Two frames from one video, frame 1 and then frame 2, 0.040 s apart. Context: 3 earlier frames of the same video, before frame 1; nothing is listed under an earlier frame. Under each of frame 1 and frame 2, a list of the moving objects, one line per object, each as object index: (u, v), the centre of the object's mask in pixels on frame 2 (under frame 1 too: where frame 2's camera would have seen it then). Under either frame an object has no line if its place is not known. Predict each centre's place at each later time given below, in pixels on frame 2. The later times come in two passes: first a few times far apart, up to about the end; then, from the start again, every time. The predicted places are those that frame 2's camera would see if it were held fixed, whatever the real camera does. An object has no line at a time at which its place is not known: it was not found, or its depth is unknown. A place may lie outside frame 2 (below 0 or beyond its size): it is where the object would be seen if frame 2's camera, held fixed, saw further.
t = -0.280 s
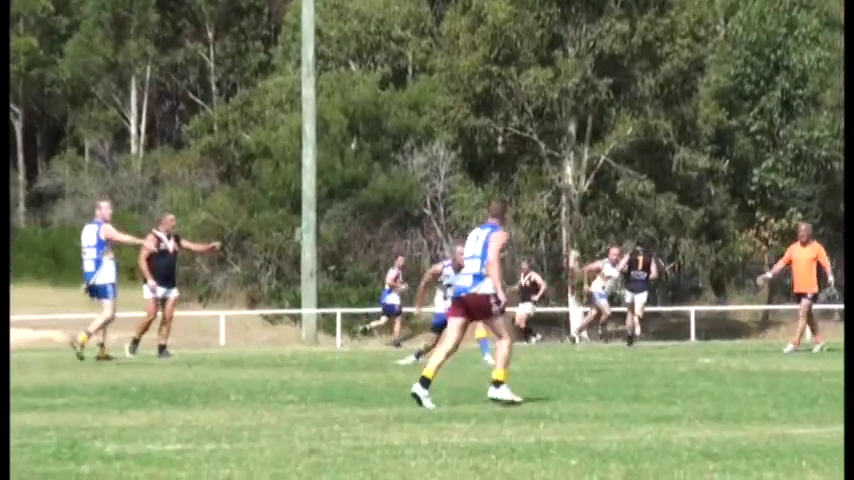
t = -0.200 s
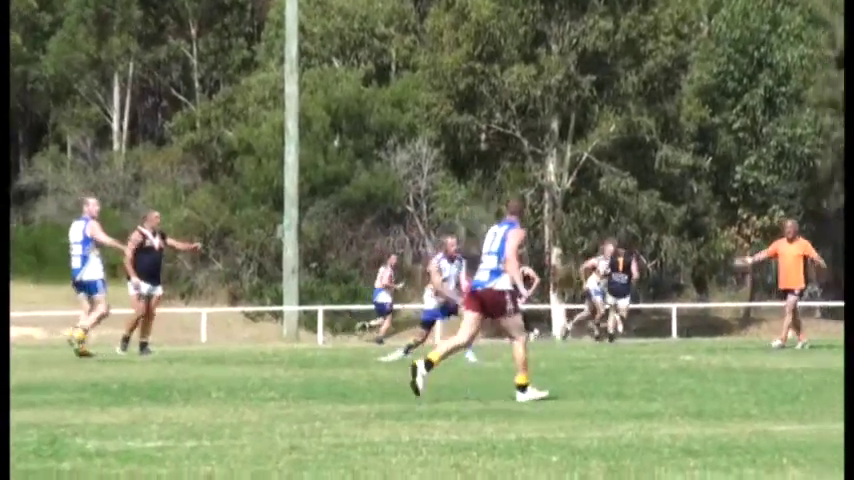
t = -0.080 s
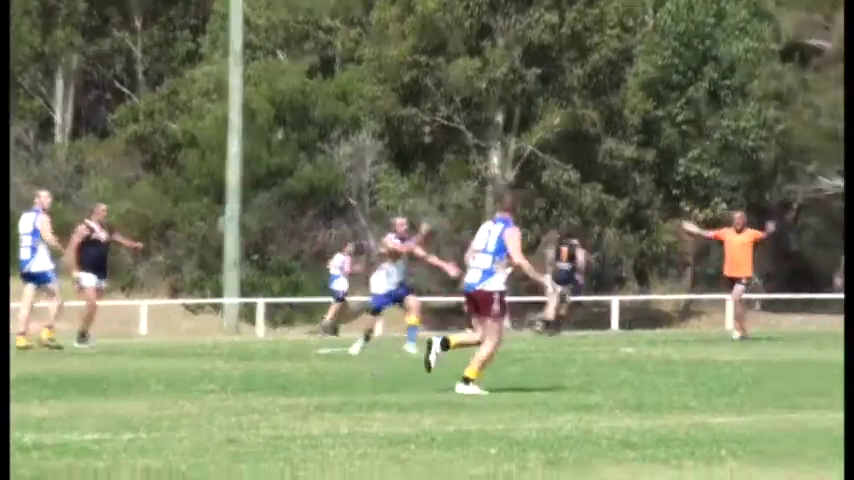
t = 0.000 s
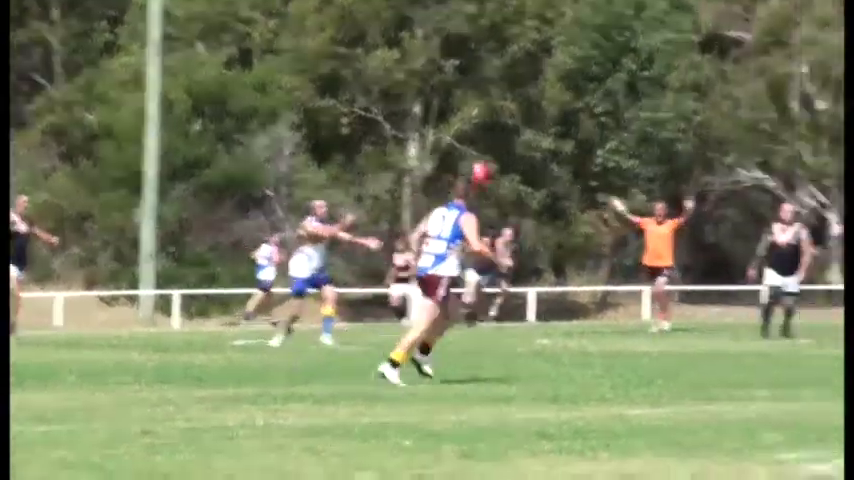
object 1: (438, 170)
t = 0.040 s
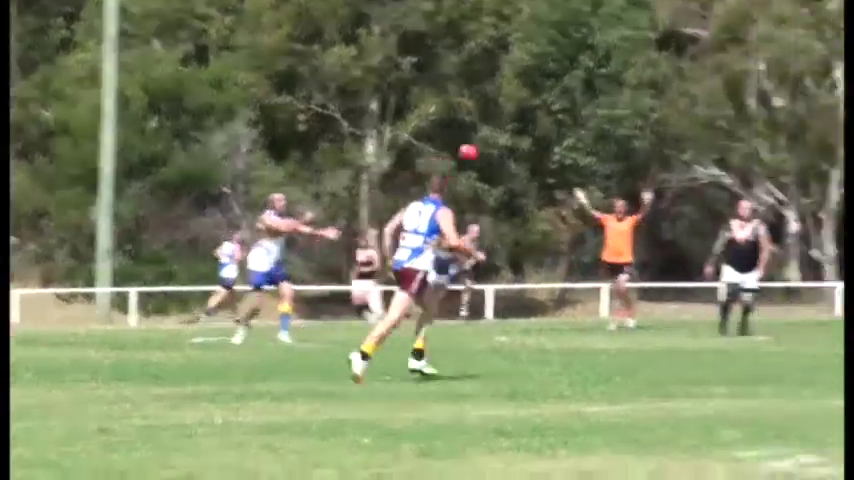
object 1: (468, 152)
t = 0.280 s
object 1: (648, 78)
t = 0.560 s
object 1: (860, 49)
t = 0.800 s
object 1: (1049, 82)
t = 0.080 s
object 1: (498, 136)
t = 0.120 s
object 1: (529, 122)
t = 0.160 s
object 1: (558, 111)
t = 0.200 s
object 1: (589, 98)
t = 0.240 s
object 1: (618, 87)
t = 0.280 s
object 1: (648, 78)
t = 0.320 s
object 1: (677, 70)
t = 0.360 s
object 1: (707, 63)
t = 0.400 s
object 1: (736, 57)
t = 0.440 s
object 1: (767, 54)
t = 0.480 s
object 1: (797, 51)
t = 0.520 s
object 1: (827, 50)
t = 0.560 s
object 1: (860, 49)
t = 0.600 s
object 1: (890, 51)
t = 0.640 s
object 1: (921, 55)
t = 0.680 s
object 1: (952, 60)
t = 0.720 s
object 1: (985, 65)
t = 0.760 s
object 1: (1017, 71)
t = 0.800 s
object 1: (1049, 82)
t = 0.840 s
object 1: (1083, 92)
